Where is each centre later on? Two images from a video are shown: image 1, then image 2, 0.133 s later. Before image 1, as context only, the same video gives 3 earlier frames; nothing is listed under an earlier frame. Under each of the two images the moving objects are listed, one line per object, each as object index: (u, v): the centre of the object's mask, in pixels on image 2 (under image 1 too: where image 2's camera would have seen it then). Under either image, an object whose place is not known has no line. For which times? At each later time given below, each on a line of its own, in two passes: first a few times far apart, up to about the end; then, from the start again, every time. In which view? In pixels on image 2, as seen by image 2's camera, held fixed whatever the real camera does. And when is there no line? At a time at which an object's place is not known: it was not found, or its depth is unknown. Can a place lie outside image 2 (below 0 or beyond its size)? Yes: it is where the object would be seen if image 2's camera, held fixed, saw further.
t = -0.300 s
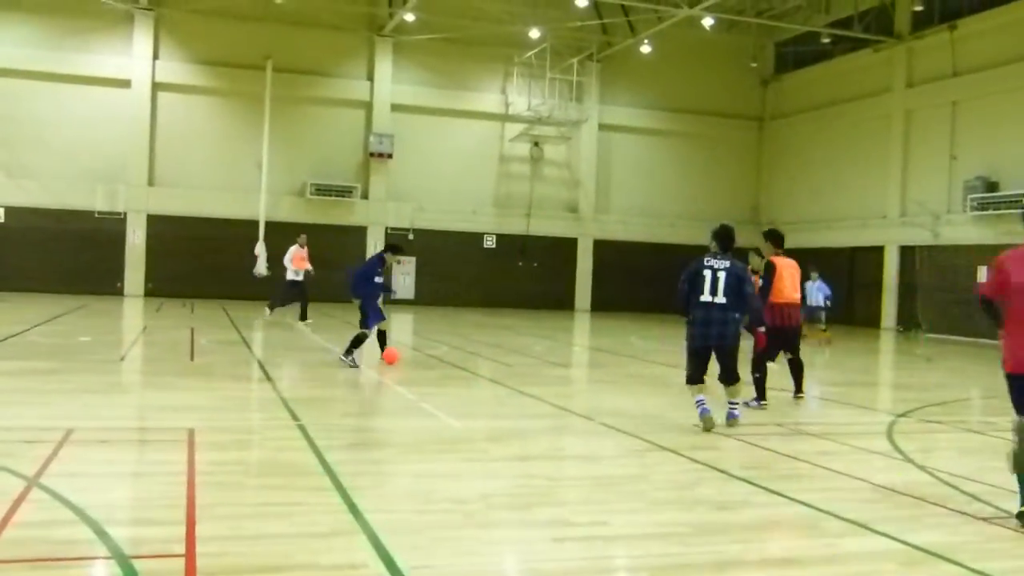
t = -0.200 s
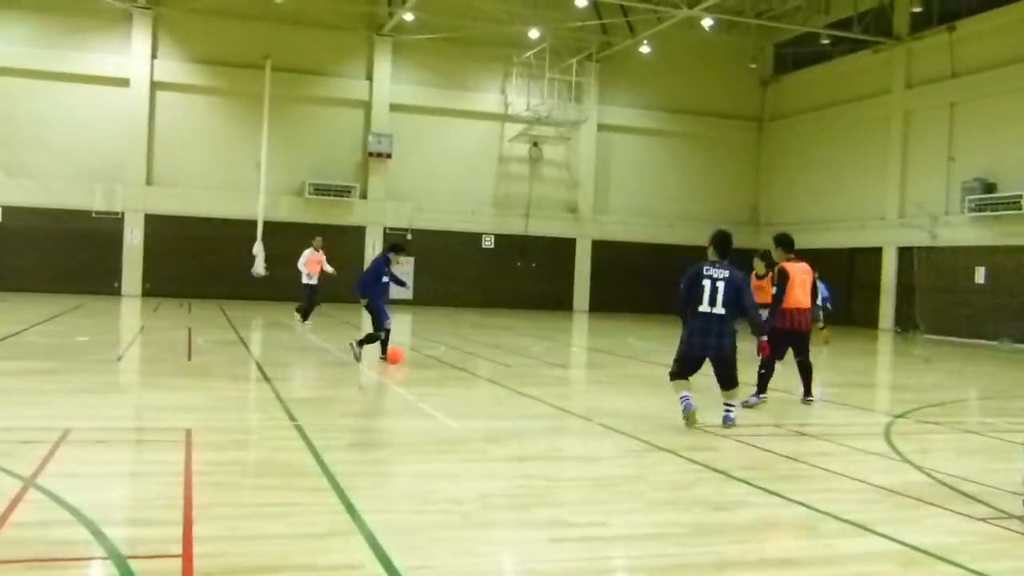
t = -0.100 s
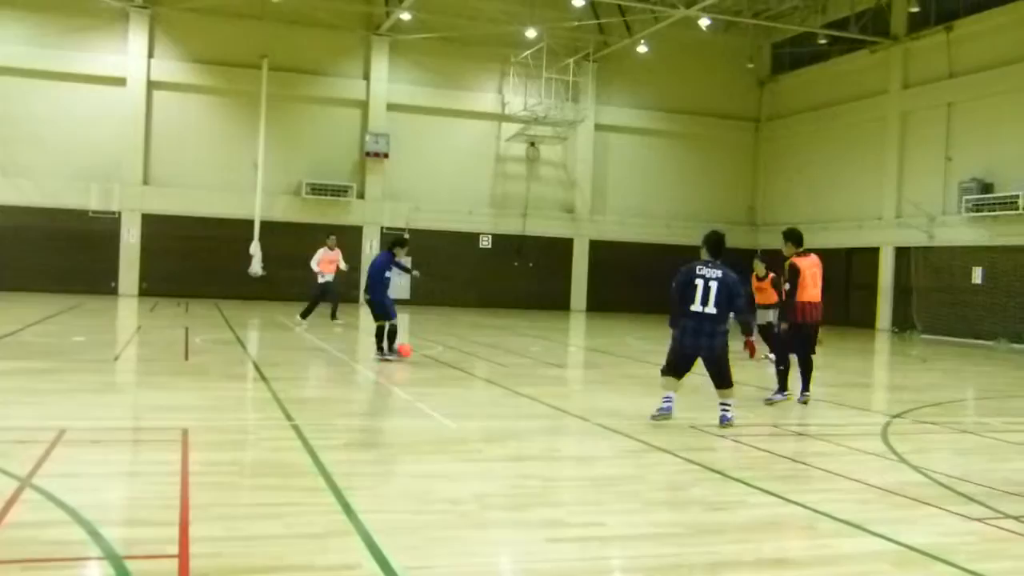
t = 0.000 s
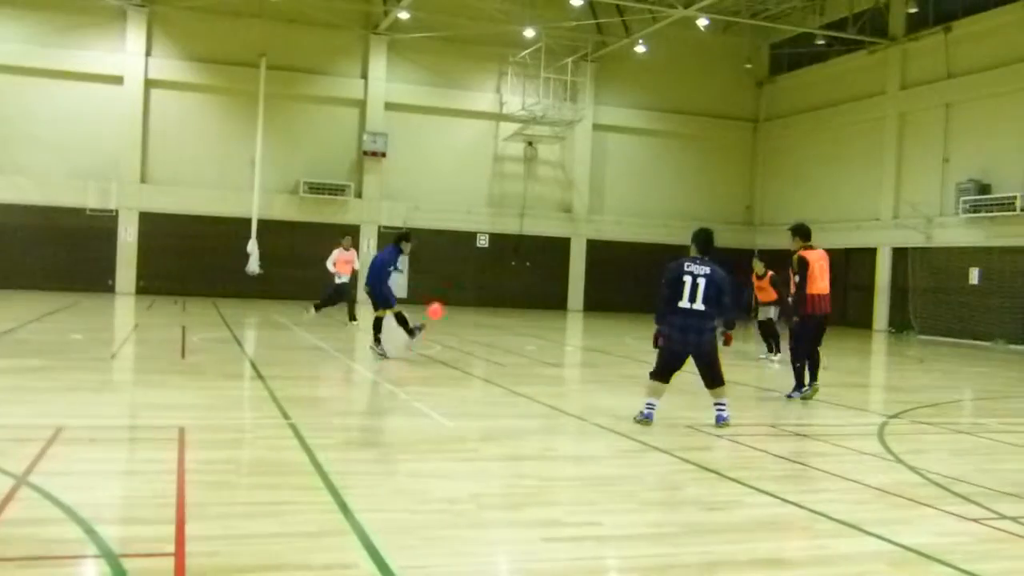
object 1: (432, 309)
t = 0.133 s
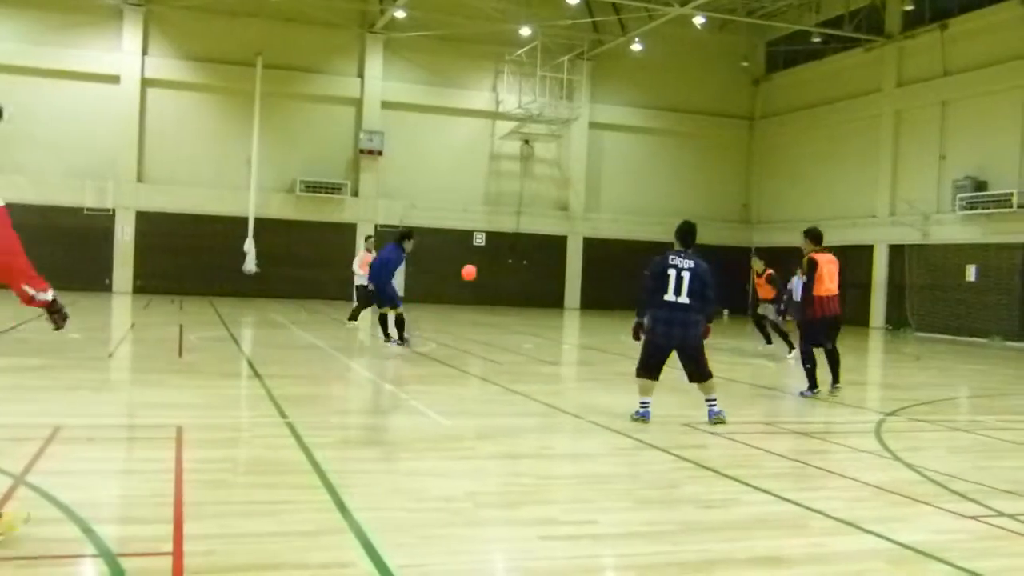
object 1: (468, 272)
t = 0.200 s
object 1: (484, 260)
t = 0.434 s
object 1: (530, 245)
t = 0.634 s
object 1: (557, 256)
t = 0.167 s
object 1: (477, 266)
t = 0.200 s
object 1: (484, 260)
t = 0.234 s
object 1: (492, 256)
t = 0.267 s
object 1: (498, 252)
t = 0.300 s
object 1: (505, 249)
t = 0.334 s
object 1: (512, 247)
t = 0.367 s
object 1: (518, 246)
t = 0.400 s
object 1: (524, 245)
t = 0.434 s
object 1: (530, 245)
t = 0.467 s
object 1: (535, 245)
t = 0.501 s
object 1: (539, 246)
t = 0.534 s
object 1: (544, 248)
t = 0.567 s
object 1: (548, 250)
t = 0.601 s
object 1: (553, 253)
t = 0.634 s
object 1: (557, 256)
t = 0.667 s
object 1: (561, 260)
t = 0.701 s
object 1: (565, 265)
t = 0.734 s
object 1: (567, 269)
